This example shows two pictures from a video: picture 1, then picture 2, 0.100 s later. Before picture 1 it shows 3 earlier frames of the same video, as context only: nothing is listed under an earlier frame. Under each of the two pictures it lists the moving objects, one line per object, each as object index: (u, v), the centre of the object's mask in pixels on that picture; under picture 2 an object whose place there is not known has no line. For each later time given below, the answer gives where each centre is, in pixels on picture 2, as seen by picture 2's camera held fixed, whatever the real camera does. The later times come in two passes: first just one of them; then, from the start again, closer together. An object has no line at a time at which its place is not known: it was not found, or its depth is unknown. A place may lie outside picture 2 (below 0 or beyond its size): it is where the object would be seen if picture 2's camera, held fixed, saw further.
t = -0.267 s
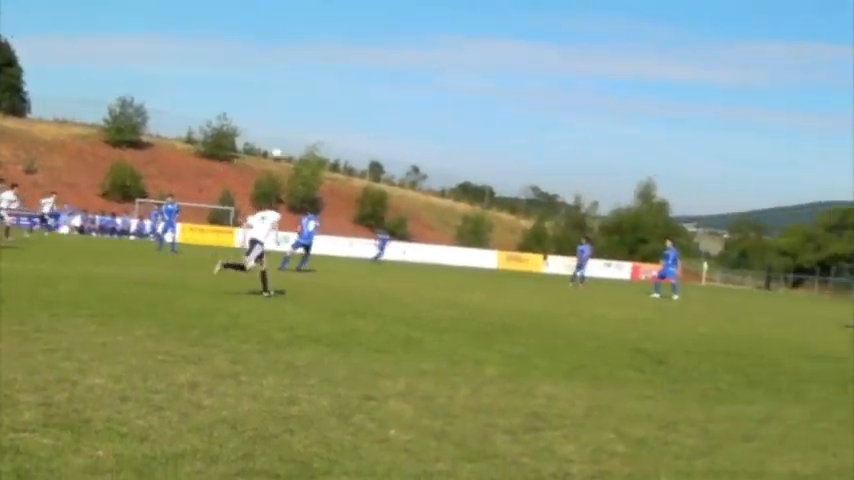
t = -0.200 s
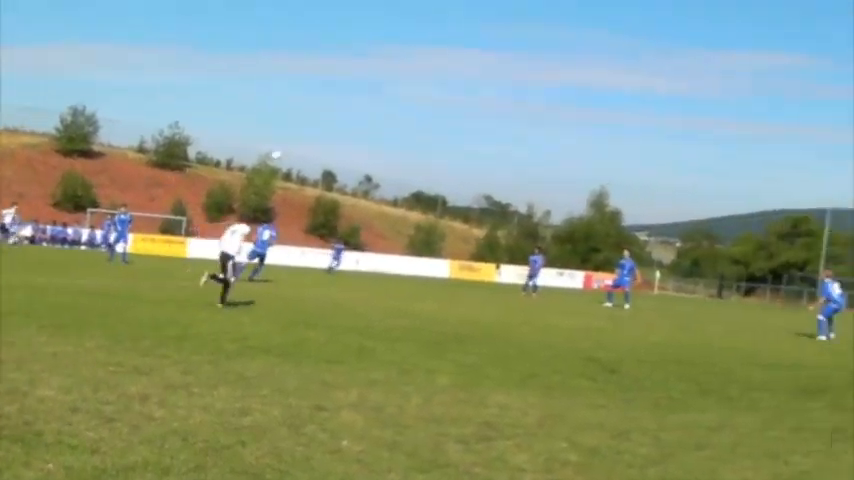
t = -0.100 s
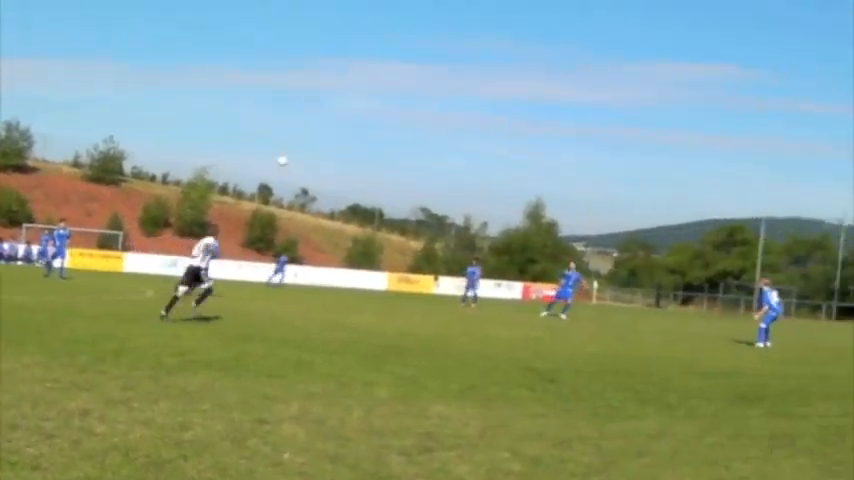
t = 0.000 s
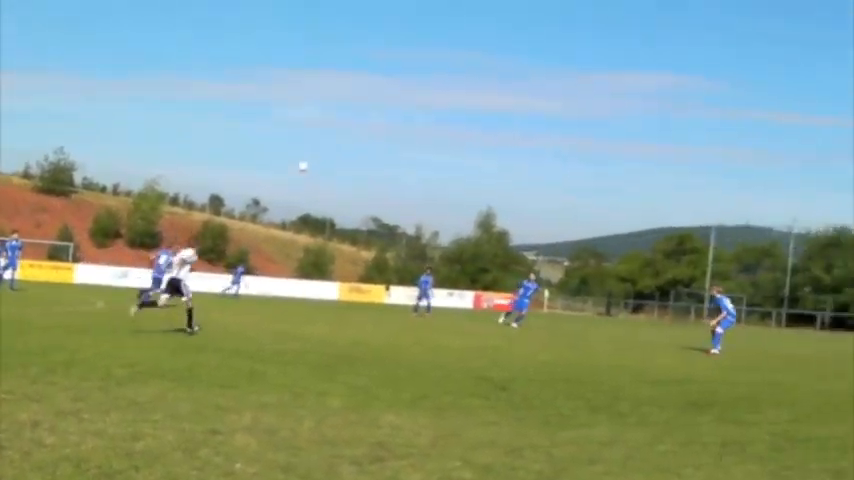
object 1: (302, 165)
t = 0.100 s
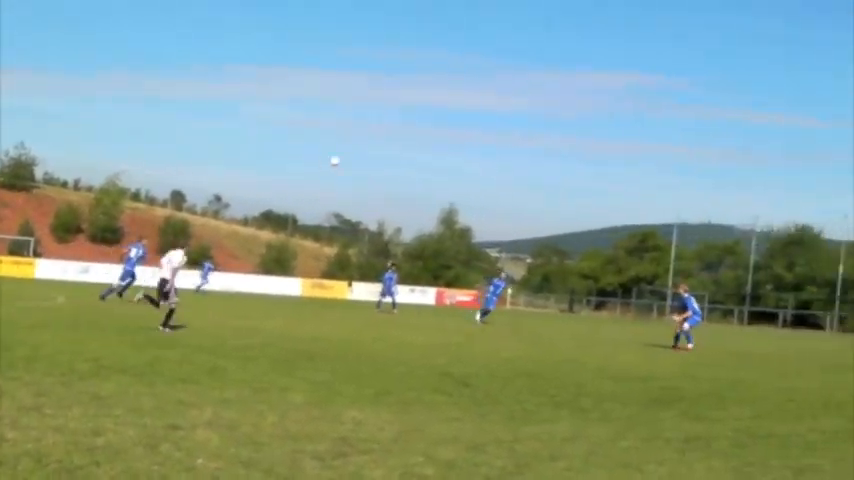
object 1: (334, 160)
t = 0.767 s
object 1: (784, 236)
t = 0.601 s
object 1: (669, 204)
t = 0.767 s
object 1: (784, 236)
